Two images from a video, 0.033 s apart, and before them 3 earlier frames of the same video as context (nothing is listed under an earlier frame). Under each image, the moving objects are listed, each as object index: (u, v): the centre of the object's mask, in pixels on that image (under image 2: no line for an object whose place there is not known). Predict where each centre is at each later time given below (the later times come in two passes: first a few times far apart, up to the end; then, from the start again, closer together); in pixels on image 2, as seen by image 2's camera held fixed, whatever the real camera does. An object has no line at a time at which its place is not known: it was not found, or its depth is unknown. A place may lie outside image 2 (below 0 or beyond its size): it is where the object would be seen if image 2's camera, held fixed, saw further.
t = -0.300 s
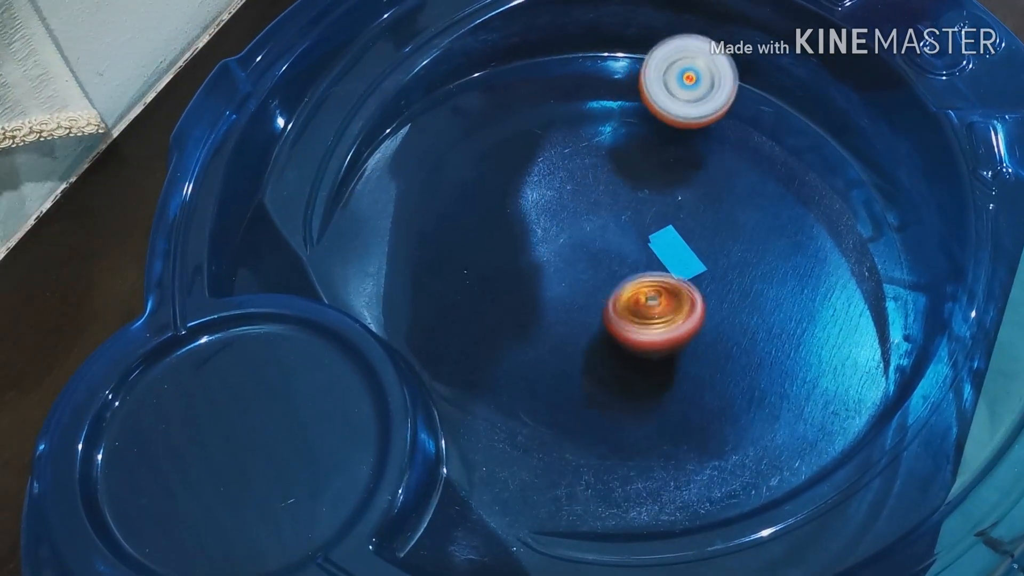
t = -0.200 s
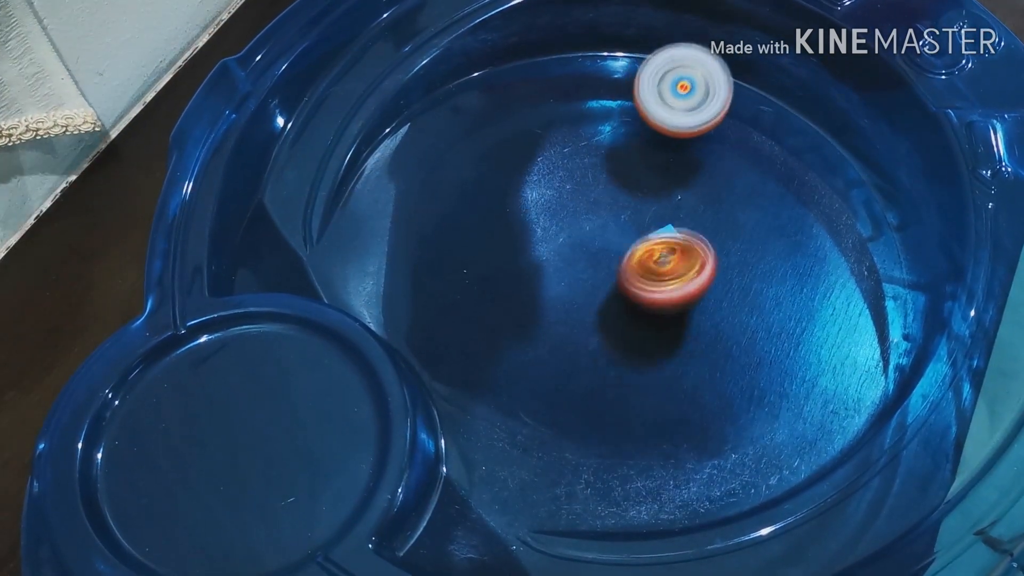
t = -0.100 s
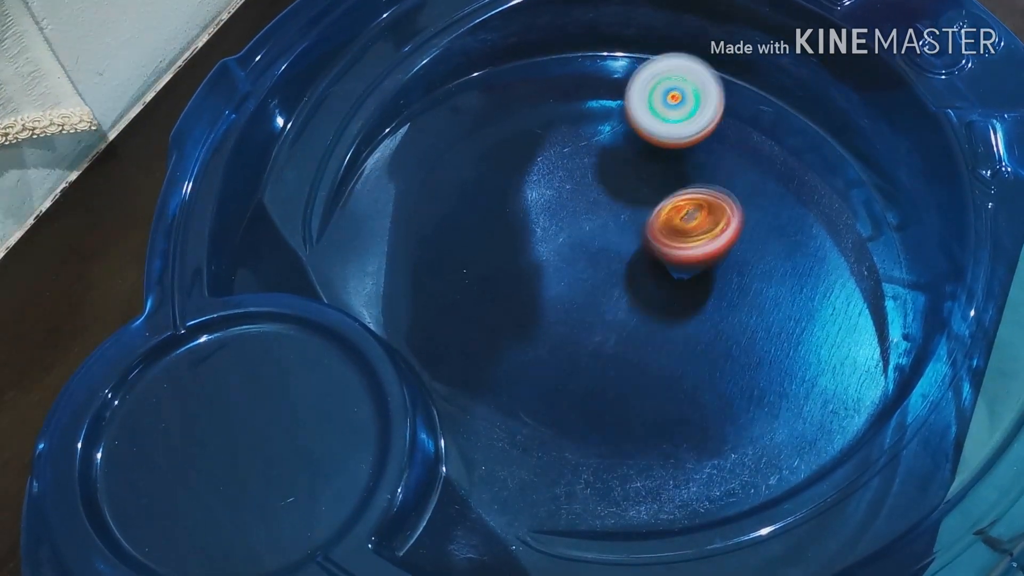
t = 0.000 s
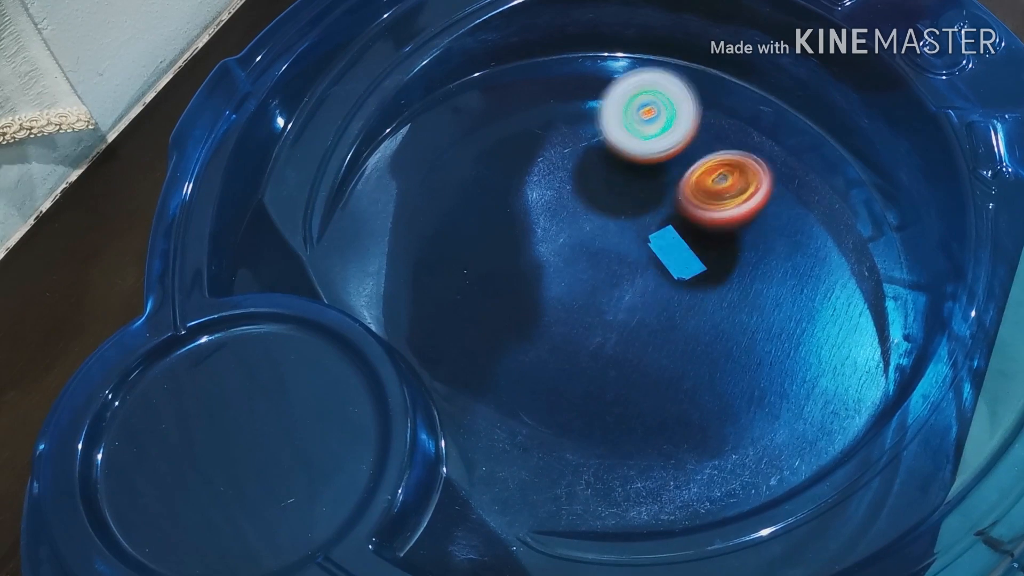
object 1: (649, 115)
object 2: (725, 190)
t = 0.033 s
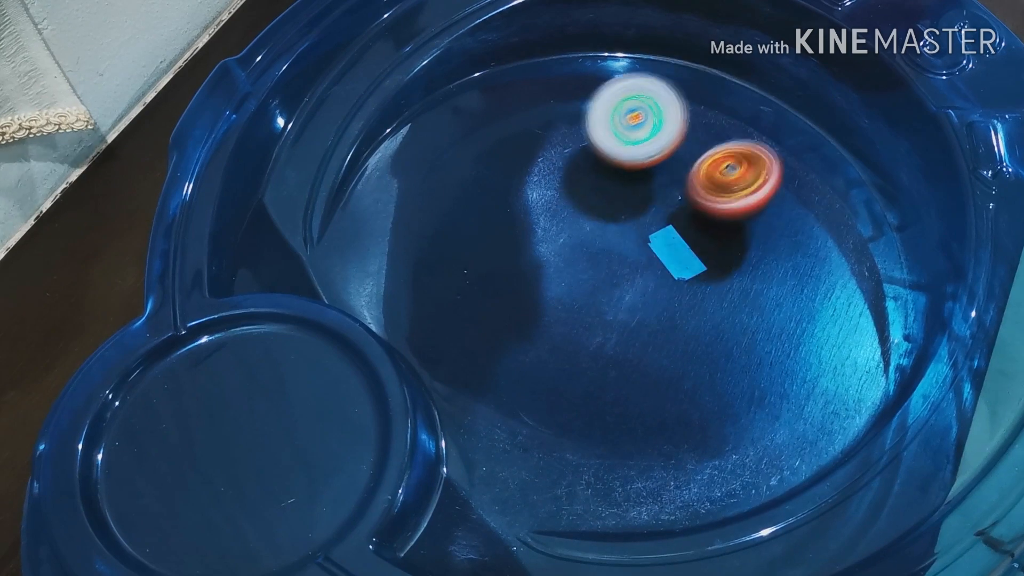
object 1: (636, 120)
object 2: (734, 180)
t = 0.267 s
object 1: (557, 160)
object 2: (761, 143)
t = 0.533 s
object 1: (550, 212)
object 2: (726, 150)
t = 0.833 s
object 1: (503, 224)
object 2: (724, 182)
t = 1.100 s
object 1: (361, 256)
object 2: (785, 196)
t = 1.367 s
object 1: (490, 197)
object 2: (715, 250)
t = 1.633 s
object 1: (727, 171)
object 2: (634, 261)
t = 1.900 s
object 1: (835, 222)
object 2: (597, 255)
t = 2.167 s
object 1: (783, 300)
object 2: (591, 245)
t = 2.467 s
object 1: (681, 331)
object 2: (612, 247)
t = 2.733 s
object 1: (638, 337)
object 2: (623, 234)
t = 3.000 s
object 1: (607, 321)
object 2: (625, 226)
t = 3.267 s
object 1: (568, 292)
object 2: (630, 223)
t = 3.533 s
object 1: (520, 247)
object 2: (630, 223)
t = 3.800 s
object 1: (524, 192)
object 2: (629, 223)
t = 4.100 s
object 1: (573, 140)
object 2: (628, 224)
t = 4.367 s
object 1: (637, 128)
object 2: (627, 225)
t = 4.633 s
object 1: (704, 161)
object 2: (627, 226)
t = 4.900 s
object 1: (761, 239)
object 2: (628, 225)
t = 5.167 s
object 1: (790, 307)
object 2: (629, 224)
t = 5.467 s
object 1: (741, 372)
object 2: (628, 223)
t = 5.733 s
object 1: (629, 377)
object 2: (628, 224)
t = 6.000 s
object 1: (536, 315)
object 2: (628, 225)
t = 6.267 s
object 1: (592, 298)
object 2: (680, 185)
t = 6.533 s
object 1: (725, 265)
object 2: (683, 156)
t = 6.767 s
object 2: (640, 109)
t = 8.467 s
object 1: (596, 182)
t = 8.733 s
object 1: (740, 228)
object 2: (563, 192)
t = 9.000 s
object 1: (821, 190)
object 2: (597, 153)
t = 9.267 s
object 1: (809, 206)
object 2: (621, 196)
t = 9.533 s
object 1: (699, 204)
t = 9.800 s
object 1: (639, 247)
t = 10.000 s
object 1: (698, 257)
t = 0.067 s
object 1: (622, 126)
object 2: (743, 172)
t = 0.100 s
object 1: (609, 130)
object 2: (750, 164)
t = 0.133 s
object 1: (596, 136)
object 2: (756, 159)
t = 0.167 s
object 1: (584, 142)
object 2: (759, 154)
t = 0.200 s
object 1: (573, 148)
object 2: (761, 149)
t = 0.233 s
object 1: (564, 153)
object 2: (762, 146)
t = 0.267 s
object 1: (557, 160)
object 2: (761, 143)
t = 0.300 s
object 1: (551, 167)
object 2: (759, 140)
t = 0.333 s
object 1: (547, 174)
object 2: (756, 139)
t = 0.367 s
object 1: (544, 181)
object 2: (752, 138)
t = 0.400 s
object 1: (543, 188)
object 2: (748, 139)
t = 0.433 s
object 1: (543, 194)
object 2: (743, 140)
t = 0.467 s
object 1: (545, 201)
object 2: (738, 143)
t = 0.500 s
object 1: (547, 206)
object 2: (732, 146)
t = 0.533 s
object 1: (550, 212)
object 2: (726, 150)
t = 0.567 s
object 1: (555, 216)
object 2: (719, 156)
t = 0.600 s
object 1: (559, 219)
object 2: (713, 161)
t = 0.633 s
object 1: (563, 221)
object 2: (706, 167)
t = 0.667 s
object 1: (567, 221)
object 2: (699, 173)
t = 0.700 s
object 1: (571, 220)
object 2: (690, 180)
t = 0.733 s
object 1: (576, 218)
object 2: (679, 187)
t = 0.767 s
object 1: (576, 216)
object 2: (671, 192)
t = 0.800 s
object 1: (541, 220)
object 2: (695, 187)
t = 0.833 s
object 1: (503, 224)
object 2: (724, 182)
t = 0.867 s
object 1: (471, 227)
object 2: (748, 178)
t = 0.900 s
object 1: (441, 232)
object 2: (767, 176)
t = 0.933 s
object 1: (415, 239)
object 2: (780, 176)
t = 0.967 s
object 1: (391, 250)
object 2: (788, 178)
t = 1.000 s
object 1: (371, 259)
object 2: (791, 181)
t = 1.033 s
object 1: (359, 266)
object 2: (791, 185)
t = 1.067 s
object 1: (358, 261)
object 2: (789, 191)
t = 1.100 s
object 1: (361, 256)
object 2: (785, 196)
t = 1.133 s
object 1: (368, 245)
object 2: (779, 204)
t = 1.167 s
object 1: (378, 237)
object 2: (772, 211)
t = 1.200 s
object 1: (392, 225)
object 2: (764, 219)
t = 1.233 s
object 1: (408, 214)
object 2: (755, 226)
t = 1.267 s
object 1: (426, 206)
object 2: (746, 233)
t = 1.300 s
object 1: (446, 199)
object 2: (737, 239)
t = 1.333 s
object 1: (468, 197)
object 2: (726, 245)
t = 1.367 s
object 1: (490, 197)
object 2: (715, 250)
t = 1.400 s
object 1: (515, 198)
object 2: (705, 253)
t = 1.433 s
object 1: (543, 198)
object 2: (693, 255)
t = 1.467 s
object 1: (573, 196)
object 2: (682, 258)
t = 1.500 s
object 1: (604, 193)
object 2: (671, 260)
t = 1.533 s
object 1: (635, 184)
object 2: (661, 261)
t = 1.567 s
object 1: (667, 180)
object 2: (651, 261)
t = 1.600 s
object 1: (696, 176)
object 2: (642, 261)
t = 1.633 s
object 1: (727, 171)
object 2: (634, 261)
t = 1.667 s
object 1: (756, 168)
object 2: (628, 261)
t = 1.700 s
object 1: (784, 169)
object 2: (622, 261)
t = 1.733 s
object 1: (813, 171)
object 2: (617, 261)
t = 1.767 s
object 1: (838, 175)
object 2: (612, 261)
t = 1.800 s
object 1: (847, 180)
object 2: (607, 260)
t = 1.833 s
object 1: (843, 200)
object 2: (602, 259)
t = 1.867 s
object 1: (838, 210)
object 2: (599, 257)
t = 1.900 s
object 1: (835, 222)
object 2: (597, 255)
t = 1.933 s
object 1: (832, 229)
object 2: (595, 254)
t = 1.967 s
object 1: (826, 245)
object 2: (594, 252)
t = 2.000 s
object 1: (821, 255)
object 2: (593, 251)
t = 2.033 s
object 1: (816, 265)
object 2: (592, 249)
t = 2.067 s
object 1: (809, 275)
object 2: (591, 248)
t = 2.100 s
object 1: (801, 284)
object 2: (591, 247)
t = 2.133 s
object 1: (793, 292)
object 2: (591, 245)
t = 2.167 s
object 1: (783, 300)
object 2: (591, 245)
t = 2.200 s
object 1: (773, 306)
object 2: (592, 244)
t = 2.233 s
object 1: (763, 313)
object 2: (594, 244)
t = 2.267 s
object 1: (752, 318)
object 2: (596, 244)
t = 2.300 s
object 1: (740, 322)
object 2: (598, 244)
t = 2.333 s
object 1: (728, 326)
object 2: (601, 245)
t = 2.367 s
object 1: (715, 329)
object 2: (604, 245)
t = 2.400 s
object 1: (703, 331)
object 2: (607, 246)
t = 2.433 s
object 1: (691, 331)
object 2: (610, 246)
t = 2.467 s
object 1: (681, 331)
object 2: (612, 247)
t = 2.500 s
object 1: (672, 331)
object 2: (614, 248)
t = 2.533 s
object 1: (664, 330)
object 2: (616, 248)
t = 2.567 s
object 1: (658, 329)
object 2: (619, 248)
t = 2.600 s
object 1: (653, 329)
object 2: (621, 245)
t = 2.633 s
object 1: (650, 332)
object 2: (622, 242)
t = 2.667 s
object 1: (647, 335)
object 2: (623, 239)
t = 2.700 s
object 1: (643, 336)
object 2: (623, 236)
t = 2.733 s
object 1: (638, 337)
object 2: (623, 234)
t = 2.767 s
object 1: (634, 337)
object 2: (623, 232)
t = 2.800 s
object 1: (630, 336)
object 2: (623, 231)
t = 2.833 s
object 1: (626, 334)
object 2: (623, 230)
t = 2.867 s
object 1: (622, 332)
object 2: (623, 229)
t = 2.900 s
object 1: (618, 329)
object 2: (623, 228)
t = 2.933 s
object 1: (614, 326)
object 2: (624, 227)
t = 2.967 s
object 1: (611, 324)
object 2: (624, 227)
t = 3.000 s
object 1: (607, 321)
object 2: (625, 226)
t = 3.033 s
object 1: (604, 318)
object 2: (626, 225)
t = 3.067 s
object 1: (600, 315)
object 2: (626, 225)
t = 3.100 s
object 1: (596, 312)
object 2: (627, 224)
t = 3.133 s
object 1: (591, 308)
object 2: (628, 224)
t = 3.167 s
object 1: (586, 305)
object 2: (628, 224)
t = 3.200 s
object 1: (580, 301)
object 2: (629, 223)
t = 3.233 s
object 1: (574, 296)
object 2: (629, 223)
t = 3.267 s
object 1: (568, 292)
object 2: (630, 223)
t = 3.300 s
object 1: (561, 287)
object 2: (630, 223)
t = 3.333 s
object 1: (554, 281)
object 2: (630, 223)
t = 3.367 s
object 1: (548, 277)
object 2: (630, 223)
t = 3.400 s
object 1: (541, 271)
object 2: (630, 223)
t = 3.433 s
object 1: (535, 265)
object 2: (630, 223)
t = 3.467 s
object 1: (530, 259)
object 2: (630, 223)
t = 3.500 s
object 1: (525, 253)
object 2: (630, 223)
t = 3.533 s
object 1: (520, 247)
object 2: (630, 223)
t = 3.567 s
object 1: (518, 240)
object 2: (630, 223)
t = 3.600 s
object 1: (516, 234)
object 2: (630, 223)
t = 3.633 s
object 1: (514, 227)
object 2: (629, 223)
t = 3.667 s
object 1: (515, 220)
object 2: (629, 223)
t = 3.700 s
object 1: (516, 213)
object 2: (629, 223)
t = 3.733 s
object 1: (518, 206)
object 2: (629, 223)
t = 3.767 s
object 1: (521, 199)
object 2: (629, 223)
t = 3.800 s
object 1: (524, 192)
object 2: (629, 223)
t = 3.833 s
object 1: (528, 185)
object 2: (629, 223)
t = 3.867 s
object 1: (532, 178)
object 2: (629, 223)
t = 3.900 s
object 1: (537, 171)
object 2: (629, 224)
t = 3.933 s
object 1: (542, 165)
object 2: (629, 224)
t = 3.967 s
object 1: (548, 158)
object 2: (629, 224)
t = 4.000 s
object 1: (553, 153)
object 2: (629, 223)
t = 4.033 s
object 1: (559, 148)
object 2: (629, 224)
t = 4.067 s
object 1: (565, 144)
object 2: (628, 224)
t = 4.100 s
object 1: (573, 140)
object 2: (628, 224)
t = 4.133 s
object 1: (580, 137)
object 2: (628, 224)
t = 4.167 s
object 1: (588, 134)
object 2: (627, 224)
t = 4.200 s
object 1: (595, 131)
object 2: (627, 224)
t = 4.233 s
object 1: (604, 129)
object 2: (627, 224)
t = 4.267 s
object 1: (612, 129)
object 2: (627, 225)
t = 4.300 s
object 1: (620, 128)
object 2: (627, 225)
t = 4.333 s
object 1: (628, 128)
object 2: (627, 225)
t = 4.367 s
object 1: (637, 128)
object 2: (627, 225)
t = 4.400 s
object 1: (646, 129)
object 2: (627, 225)
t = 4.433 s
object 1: (654, 130)
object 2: (627, 225)
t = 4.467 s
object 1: (664, 132)
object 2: (627, 225)
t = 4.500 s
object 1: (672, 136)
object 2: (627, 226)
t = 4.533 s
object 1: (681, 141)
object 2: (627, 226)
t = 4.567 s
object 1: (689, 147)
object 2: (627, 226)
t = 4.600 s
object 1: (697, 152)
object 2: (627, 226)
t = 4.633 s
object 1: (704, 161)
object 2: (627, 226)
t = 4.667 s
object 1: (711, 172)
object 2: (627, 226)
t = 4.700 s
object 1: (718, 182)
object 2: (627, 226)
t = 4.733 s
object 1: (726, 192)
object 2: (628, 226)
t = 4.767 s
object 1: (734, 203)
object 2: (628, 226)
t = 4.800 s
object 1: (741, 212)
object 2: (628, 226)
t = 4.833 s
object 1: (748, 221)
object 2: (628, 226)
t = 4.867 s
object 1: (755, 230)
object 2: (628, 226)
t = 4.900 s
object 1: (761, 239)
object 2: (628, 225)
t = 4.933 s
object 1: (768, 248)
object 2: (628, 225)
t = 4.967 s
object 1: (774, 256)
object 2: (629, 225)
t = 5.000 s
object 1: (780, 264)
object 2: (629, 225)
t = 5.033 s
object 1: (784, 273)
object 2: (629, 225)
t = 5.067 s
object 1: (788, 281)
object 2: (629, 225)
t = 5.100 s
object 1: (790, 290)
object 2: (629, 225)
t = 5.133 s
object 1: (790, 299)
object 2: (629, 225)
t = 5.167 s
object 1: (790, 307)
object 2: (629, 224)
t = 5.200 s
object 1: (790, 315)
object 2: (629, 224)
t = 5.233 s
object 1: (788, 325)
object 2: (629, 224)
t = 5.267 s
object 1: (784, 333)
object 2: (629, 224)
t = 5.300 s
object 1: (779, 341)
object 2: (629, 224)
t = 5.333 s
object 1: (774, 348)
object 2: (629, 224)
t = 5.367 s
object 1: (767, 355)
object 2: (629, 223)
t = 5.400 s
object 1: (760, 362)
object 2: (629, 223)
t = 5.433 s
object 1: (751, 367)
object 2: (629, 223)
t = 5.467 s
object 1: (741, 372)
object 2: (628, 223)
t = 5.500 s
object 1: (730, 376)
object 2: (628, 224)
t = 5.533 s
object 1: (718, 380)
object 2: (628, 224)
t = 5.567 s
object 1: (704, 382)
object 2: (628, 224)
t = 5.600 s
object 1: (691, 383)
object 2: (628, 224)
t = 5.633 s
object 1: (676, 383)
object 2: (628, 224)
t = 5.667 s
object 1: (661, 382)
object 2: (628, 224)
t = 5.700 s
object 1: (645, 380)
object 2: (628, 224)
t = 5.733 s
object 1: (629, 377)
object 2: (628, 224)
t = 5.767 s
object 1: (613, 372)
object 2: (628, 224)
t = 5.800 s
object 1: (598, 366)
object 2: (628, 225)
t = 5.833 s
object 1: (581, 359)
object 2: (628, 225)
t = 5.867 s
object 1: (566, 350)
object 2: (628, 225)
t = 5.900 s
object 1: (554, 340)
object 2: (628, 225)
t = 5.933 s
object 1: (545, 331)
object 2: (628, 225)
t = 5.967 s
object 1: (539, 323)
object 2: (628, 225)
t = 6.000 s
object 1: (536, 315)
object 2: (628, 225)
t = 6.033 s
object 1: (535, 307)
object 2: (628, 225)
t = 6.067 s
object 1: (539, 300)
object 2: (628, 226)
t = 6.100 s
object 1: (547, 293)
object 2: (629, 226)
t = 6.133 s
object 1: (560, 287)
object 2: (630, 225)
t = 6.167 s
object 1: (573, 283)
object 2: (638, 219)
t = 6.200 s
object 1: (575, 289)
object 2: (654, 207)
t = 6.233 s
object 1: (582, 294)
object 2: (668, 195)
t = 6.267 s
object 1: (592, 298)
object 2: (680, 185)
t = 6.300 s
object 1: (607, 301)
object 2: (688, 177)
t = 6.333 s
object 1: (624, 302)
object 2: (693, 172)
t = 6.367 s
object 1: (643, 302)
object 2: (696, 169)
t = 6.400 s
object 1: (665, 296)
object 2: (696, 169)
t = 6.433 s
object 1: (684, 287)
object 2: (694, 171)
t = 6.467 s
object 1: (701, 274)
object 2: (692, 175)
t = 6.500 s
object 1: (714, 258)
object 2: (690, 177)
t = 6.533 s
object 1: (725, 265)
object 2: (683, 156)
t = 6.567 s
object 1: (736, 279)
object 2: (676, 127)
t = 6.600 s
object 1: (746, 290)
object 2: (670, 103)
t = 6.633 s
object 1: (755, 297)
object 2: (666, 80)
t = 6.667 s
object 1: (763, 302)
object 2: (662, 58)
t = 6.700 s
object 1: (770, 305)
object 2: (658, 53)
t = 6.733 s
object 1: (776, 310)
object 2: (650, 78)
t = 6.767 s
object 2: (640, 109)
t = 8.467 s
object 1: (596, 182)
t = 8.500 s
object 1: (610, 192)
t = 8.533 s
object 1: (625, 201)
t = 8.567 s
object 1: (645, 210)
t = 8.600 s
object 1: (663, 217)
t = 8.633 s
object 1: (684, 225)
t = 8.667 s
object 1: (703, 228)
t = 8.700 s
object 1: (723, 230)
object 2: (556, 213)
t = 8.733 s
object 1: (740, 228)
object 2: (563, 192)
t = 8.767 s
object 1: (756, 226)
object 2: (570, 176)
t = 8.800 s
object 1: (769, 221)
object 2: (577, 163)
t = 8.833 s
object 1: (782, 214)
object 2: (582, 155)
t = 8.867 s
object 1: (791, 208)
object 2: (587, 150)
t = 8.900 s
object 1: (800, 201)
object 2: (589, 148)
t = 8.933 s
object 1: (809, 195)
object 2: (592, 148)
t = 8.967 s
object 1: (816, 191)
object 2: (594, 150)
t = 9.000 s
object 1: (821, 190)
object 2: (597, 153)
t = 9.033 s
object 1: (825, 190)
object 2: (601, 157)
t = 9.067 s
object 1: (828, 191)
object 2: (605, 161)
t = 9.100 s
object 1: (829, 193)
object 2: (610, 166)
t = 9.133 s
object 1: (829, 195)
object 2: (614, 170)
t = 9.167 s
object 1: (827, 198)
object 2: (617, 175)
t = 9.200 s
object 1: (824, 200)
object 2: (618, 181)
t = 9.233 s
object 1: (818, 204)
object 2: (619, 188)
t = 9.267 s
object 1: (809, 206)
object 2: (621, 196)
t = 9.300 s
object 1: (799, 207)
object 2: (622, 205)
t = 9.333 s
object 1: (784, 206)
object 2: (623, 214)
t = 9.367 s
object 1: (769, 205)
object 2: (625, 224)
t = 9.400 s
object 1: (749, 206)
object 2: (626, 235)
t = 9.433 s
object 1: (727, 206)
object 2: (628, 245)
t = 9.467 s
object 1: (713, 206)
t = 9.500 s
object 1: (707, 205)
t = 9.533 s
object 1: (699, 204)
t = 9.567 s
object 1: (688, 206)
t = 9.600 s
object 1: (676, 210)
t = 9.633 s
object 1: (665, 216)
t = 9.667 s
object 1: (652, 223)
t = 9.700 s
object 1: (639, 230)
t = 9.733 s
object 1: (630, 239)
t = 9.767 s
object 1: (632, 244)
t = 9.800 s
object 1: (639, 247)
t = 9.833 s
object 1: (649, 251)
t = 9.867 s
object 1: (658, 256)
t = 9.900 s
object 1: (668, 258)
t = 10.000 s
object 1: (698, 257)
